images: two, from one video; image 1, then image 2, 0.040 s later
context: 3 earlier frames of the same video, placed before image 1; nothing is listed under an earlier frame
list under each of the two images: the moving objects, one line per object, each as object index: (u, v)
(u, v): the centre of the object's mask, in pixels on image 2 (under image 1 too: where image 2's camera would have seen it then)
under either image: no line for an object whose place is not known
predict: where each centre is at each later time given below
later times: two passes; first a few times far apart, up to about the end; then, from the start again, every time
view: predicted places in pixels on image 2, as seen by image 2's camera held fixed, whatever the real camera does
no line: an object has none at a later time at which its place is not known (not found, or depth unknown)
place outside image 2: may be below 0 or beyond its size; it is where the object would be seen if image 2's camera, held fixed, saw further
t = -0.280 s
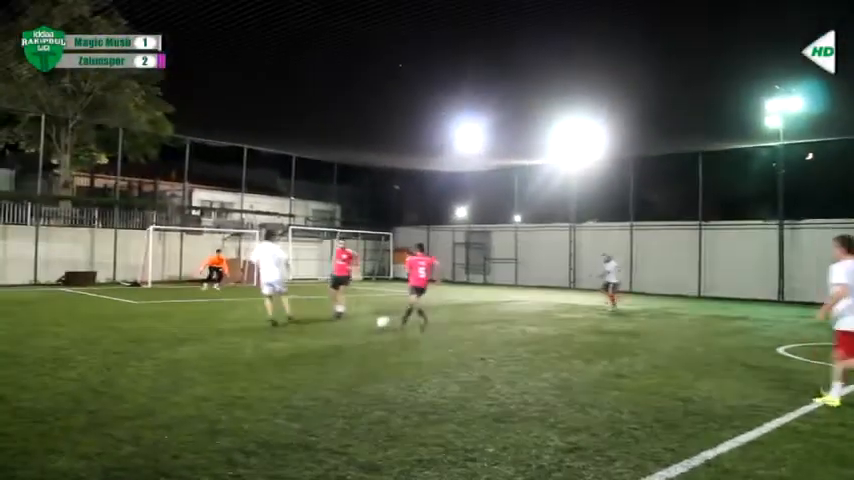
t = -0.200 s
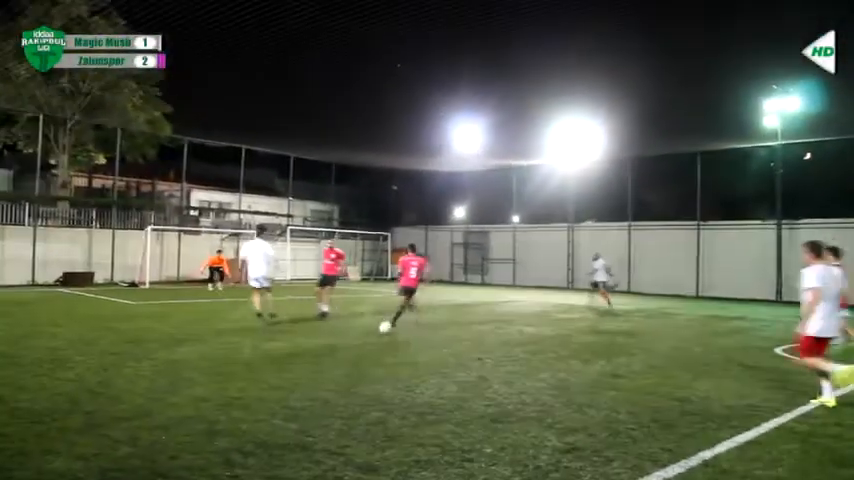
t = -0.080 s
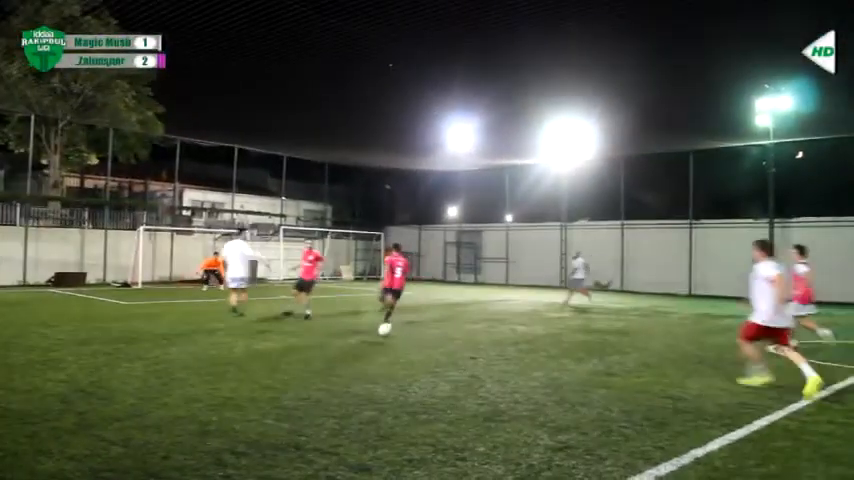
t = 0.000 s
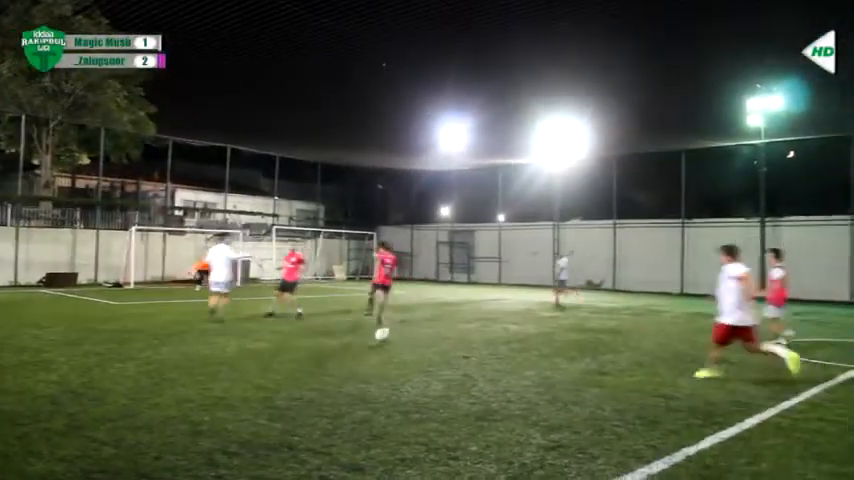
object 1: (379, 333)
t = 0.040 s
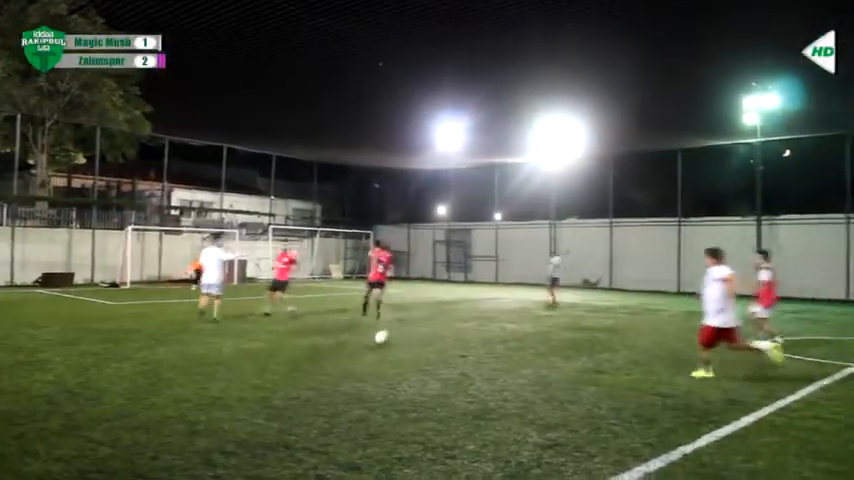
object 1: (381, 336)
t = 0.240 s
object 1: (390, 337)
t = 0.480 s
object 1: (407, 354)
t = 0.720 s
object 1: (427, 370)
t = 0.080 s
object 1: (383, 336)
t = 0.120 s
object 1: (384, 334)
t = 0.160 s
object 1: (385, 334)
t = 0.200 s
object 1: (388, 335)
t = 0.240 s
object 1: (390, 337)
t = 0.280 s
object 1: (393, 340)
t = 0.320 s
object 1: (395, 346)
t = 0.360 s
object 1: (398, 351)
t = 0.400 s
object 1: (401, 350)
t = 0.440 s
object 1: (403, 351)
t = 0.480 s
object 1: (407, 354)
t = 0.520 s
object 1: (411, 357)
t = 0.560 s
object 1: (414, 361)
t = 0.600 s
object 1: (417, 362)
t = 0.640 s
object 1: (421, 363)
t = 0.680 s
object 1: (424, 365)
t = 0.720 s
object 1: (427, 370)
